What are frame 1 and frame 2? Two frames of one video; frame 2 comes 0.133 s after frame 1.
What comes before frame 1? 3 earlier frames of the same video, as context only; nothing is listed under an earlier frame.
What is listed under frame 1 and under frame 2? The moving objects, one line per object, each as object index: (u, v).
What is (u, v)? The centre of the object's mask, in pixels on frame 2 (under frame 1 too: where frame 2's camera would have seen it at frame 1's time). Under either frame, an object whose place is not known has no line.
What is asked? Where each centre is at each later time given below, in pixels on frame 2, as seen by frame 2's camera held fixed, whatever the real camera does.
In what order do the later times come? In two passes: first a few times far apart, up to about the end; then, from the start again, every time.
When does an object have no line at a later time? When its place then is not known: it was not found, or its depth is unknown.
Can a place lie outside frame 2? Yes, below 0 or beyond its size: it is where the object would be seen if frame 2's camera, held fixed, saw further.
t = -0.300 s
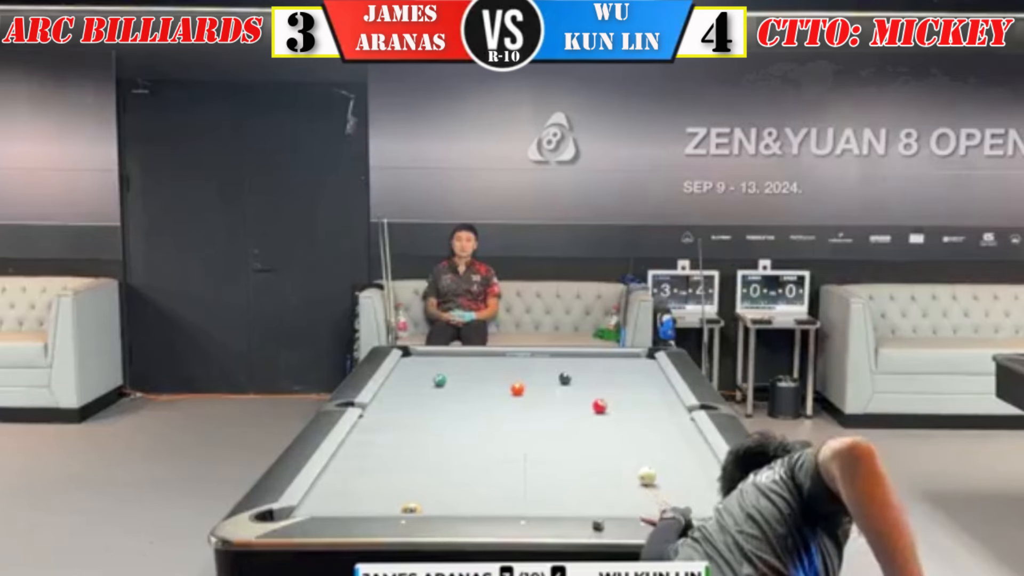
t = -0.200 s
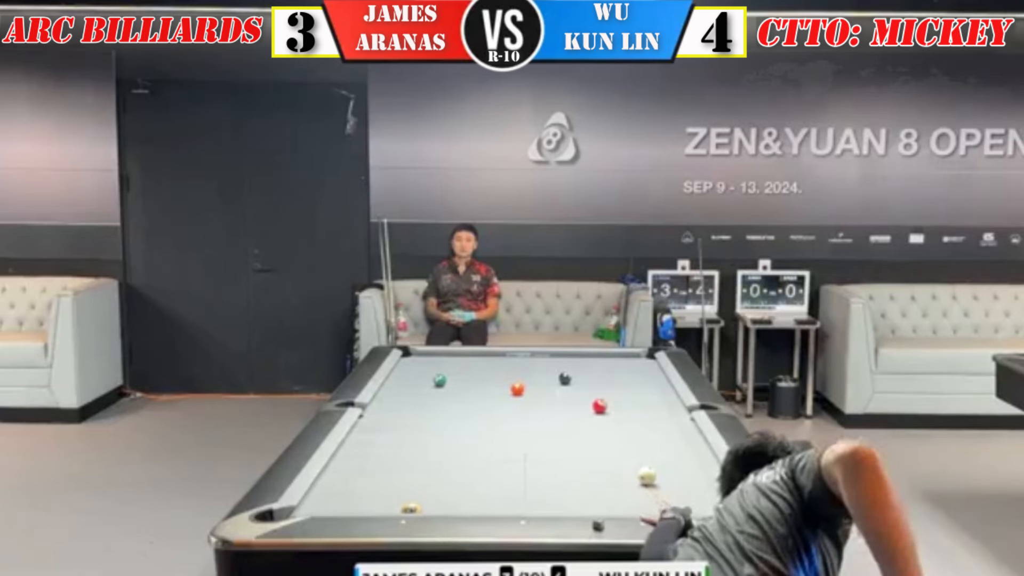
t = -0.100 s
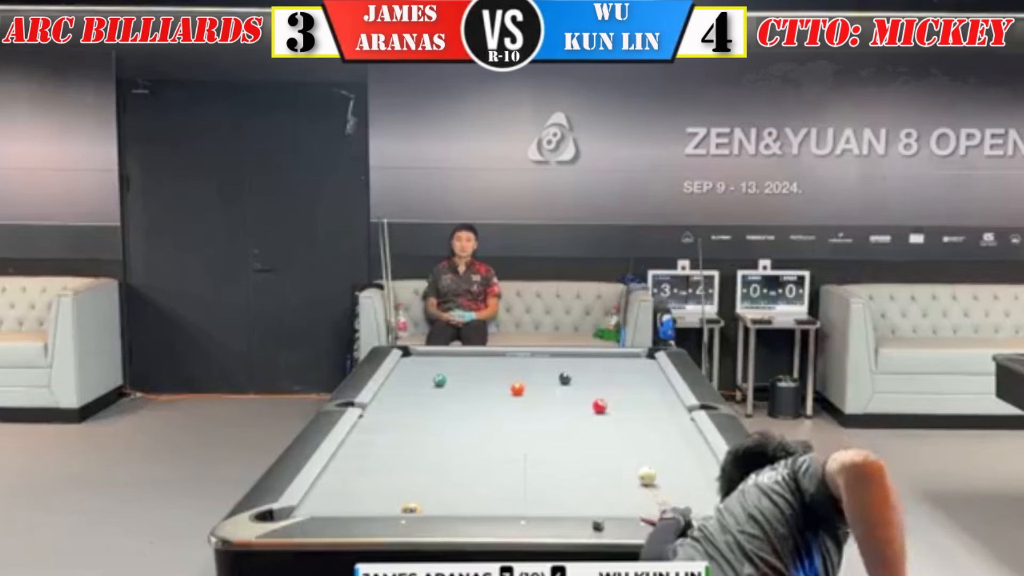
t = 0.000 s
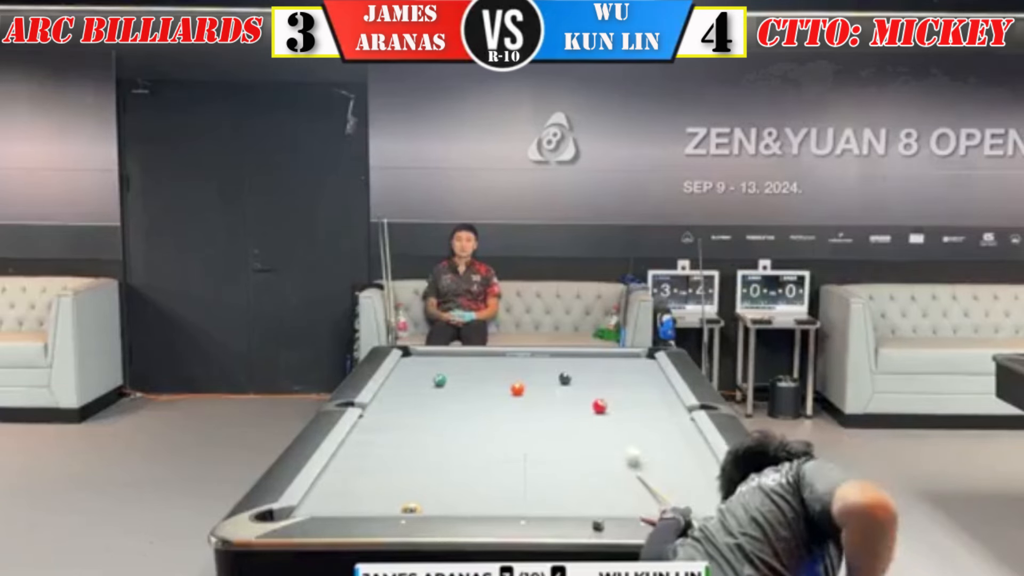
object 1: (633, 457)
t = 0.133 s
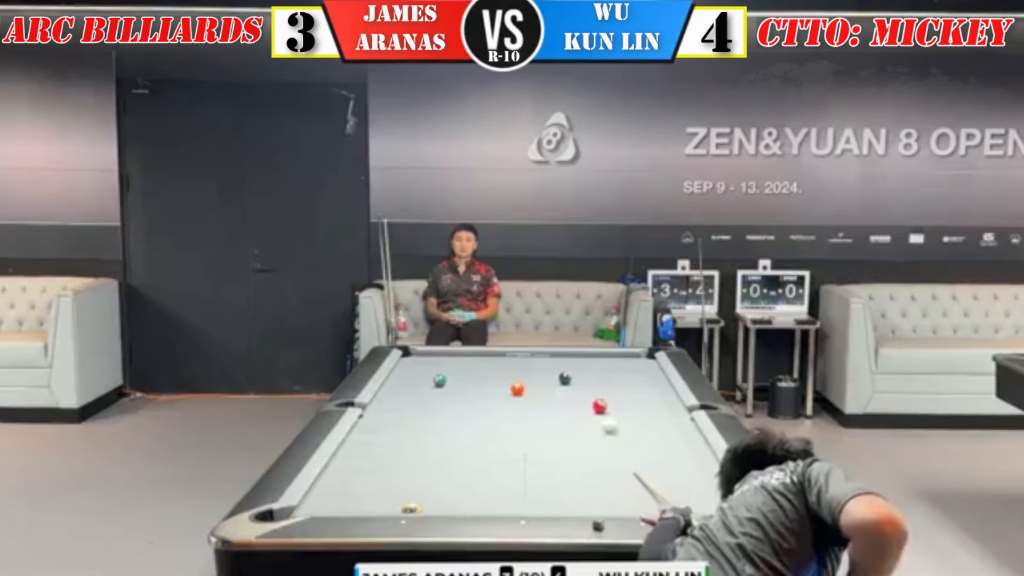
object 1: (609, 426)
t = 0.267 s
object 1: (586, 410)
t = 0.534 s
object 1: (539, 407)
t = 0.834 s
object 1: (492, 405)
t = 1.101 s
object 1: (453, 403)
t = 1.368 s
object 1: (416, 401)
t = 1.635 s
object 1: (380, 400)
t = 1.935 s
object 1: (395, 401)
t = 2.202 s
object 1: (408, 403)
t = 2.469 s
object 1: (422, 404)
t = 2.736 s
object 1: (432, 405)
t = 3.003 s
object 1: (443, 407)
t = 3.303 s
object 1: (453, 408)
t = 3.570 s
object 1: (460, 408)
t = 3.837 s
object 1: (467, 409)
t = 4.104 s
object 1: (471, 409)
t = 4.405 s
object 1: (477, 409)
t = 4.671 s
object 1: (478, 409)
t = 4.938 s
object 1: (479, 409)
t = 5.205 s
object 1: (479, 409)
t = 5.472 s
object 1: (479, 409)
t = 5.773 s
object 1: (479, 409)
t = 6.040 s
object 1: (479, 409)
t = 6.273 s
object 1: (480, 410)
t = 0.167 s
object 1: (605, 418)
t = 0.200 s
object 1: (600, 412)
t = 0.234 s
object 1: (593, 410)
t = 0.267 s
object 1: (586, 410)
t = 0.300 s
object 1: (579, 408)
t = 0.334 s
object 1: (573, 408)
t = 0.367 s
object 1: (567, 408)
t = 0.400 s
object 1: (562, 408)
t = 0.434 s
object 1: (555, 407)
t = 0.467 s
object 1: (550, 407)
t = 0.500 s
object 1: (545, 406)
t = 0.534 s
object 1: (539, 407)
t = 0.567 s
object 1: (535, 406)
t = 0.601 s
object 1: (529, 407)
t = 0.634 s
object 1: (523, 406)
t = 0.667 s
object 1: (519, 406)
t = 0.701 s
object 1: (514, 405)
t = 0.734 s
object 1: (508, 405)
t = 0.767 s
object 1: (502, 405)
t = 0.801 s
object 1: (498, 406)
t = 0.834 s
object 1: (492, 405)
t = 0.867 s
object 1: (487, 404)
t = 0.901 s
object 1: (482, 404)
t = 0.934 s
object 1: (478, 404)
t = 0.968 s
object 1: (473, 404)
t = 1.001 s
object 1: (468, 403)
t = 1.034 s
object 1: (462, 403)
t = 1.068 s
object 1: (458, 404)
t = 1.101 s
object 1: (453, 403)
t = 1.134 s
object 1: (448, 403)
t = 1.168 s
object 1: (443, 403)
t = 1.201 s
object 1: (438, 402)
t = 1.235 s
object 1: (435, 402)
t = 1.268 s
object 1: (429, 402)
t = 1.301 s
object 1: (425, 401)
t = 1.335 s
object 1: (421, 401)
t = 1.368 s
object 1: (416, 401)
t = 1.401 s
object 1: (412, 401)
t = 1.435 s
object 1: (407, 401)
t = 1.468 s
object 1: (402, 401)
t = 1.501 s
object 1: (398, 401)
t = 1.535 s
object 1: (394, 400)
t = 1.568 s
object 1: (389, 400)
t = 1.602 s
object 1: (384, 400)
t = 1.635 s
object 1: (380, 400)
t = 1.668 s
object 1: (378, 400)
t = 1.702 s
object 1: (381, 401)
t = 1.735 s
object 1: (383, 400)
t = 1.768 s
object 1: (384, 401)
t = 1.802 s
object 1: (387, 401)
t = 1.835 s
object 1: (389, 401)
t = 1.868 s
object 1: (391, 401)
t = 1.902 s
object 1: (393, 401)
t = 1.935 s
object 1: (395, 401)
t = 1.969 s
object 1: (396, 401)
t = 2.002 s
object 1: (398, 402)
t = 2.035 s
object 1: (399, 402)
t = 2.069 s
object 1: (402, 402)
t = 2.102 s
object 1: (403, 402)
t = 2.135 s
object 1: (405, 402)
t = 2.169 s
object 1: (407, 403)
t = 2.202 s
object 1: (408, 403)
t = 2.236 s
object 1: (410, 403)
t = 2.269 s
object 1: (412, 403)
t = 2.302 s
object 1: (414, 404)
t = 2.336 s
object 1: (415, 404)
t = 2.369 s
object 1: (417, 404)
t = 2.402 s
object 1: (418, 404)
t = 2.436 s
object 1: (420, 404)
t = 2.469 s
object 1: (422, 404)
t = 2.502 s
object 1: (423, 405)
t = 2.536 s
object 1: (424, 405)
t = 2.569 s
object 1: (425, 405)
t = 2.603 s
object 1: (427, 405)
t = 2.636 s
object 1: (429, 405)
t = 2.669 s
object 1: (430, 405)
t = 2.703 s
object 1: (431, 405)
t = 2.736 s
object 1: (432, 405)
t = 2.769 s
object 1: (434, 405)
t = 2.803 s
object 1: (435, 405)
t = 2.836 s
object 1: (436, 406)
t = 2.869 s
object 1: (438, 406)
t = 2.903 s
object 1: (439, 406)
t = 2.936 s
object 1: (441, 406)
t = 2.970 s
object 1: (442, 406)
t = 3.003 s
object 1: (443, 407)
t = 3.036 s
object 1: (444, 407)
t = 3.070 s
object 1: (446, 407)
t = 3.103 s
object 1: (447, 407)
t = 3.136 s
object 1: (448, 407)
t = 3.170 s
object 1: (449, 407)
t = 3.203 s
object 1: (450, 407)
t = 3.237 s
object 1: (451, 407)
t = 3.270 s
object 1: (453, 408)
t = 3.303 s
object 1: (453, 408)
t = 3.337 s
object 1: (454, 408)
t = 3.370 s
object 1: (455, 408)
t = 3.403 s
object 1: (456, 408)
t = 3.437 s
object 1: (457, 408)
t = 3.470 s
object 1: (458, 408)
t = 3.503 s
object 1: (459, 408)
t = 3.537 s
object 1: (460, 408)
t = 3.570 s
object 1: (460, 408)
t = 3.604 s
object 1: (461, 408)
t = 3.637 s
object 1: (462, 409)
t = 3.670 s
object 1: (463, 409)
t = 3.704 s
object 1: (463, 409)
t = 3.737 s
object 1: (464, 409)
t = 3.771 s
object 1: (465, 409)
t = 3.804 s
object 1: (466, 409)
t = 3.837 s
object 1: (467, 409)
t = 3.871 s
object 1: (468, 409)
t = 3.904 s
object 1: (468, 409)
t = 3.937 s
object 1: (469, 409)
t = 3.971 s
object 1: (470, 409)
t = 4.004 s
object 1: (470, 409)
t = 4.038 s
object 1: (471, 409)
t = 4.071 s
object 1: (471, 409)
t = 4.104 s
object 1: (471, 409)
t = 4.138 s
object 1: (472, 409)
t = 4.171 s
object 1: (473, 409)
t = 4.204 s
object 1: (474, 409)
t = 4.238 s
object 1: (474, 409)
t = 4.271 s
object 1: (475, 409)
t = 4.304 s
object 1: (475, 409)
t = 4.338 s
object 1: (476, 409)
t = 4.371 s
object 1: (476, 409)
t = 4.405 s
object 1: (477, 409)
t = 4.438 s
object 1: (477, 409)
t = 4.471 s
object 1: (477, 409)
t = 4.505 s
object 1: (477, 409)
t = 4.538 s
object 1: (477, 409)
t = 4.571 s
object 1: (477, 409)
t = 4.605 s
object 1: (478, 409)
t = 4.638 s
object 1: (478, 409)
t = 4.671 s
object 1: (478, 409)
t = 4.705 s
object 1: (479, 409)
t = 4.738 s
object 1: (478, 409)
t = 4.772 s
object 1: (479, 409)
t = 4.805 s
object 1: (479, 409)
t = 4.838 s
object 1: (478, 409)
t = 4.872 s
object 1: (479, 409)
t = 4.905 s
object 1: (479, 409)
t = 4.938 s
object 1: (479, 409)
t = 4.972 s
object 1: (479, 409)
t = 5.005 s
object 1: (479, 409)
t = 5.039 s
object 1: (479, 409)
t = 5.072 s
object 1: (479, 409)
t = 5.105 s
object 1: (479, 409)
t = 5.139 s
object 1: (479, 409)
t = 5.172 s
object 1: (479, 409)
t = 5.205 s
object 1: (479, 409)
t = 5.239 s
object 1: (479, 409)
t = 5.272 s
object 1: (479, 409)
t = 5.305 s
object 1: (479, 409)
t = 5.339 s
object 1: (479, 409)
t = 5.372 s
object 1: (479, 409)
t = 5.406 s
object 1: (479, 409)
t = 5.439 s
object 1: (479, 409)
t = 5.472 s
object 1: (479, 409)
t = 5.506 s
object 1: (479, 409)
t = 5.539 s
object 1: (479, 409)
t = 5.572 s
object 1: (479, 409)
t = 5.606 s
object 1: (479, 409)
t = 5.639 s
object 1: (479, 409)
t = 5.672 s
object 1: (479, 409)
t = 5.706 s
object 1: (479, 409)
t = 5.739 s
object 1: (479, 409)
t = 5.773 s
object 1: (479, 409)
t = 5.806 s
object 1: (479, 409)
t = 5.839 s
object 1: (479, 409)
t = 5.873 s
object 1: (479, 409)
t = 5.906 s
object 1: (479, 409)
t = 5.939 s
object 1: (479, 409)
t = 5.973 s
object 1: (479, 409)
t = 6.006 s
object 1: (479, 409)
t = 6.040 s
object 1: (479, 409)
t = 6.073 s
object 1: (479, 409)
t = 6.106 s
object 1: (479, 409)
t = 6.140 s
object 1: (479, 409)
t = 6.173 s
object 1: (480, 410)
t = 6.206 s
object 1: (480, 410)
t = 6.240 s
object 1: (480, 410)
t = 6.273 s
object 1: (480, 410)
